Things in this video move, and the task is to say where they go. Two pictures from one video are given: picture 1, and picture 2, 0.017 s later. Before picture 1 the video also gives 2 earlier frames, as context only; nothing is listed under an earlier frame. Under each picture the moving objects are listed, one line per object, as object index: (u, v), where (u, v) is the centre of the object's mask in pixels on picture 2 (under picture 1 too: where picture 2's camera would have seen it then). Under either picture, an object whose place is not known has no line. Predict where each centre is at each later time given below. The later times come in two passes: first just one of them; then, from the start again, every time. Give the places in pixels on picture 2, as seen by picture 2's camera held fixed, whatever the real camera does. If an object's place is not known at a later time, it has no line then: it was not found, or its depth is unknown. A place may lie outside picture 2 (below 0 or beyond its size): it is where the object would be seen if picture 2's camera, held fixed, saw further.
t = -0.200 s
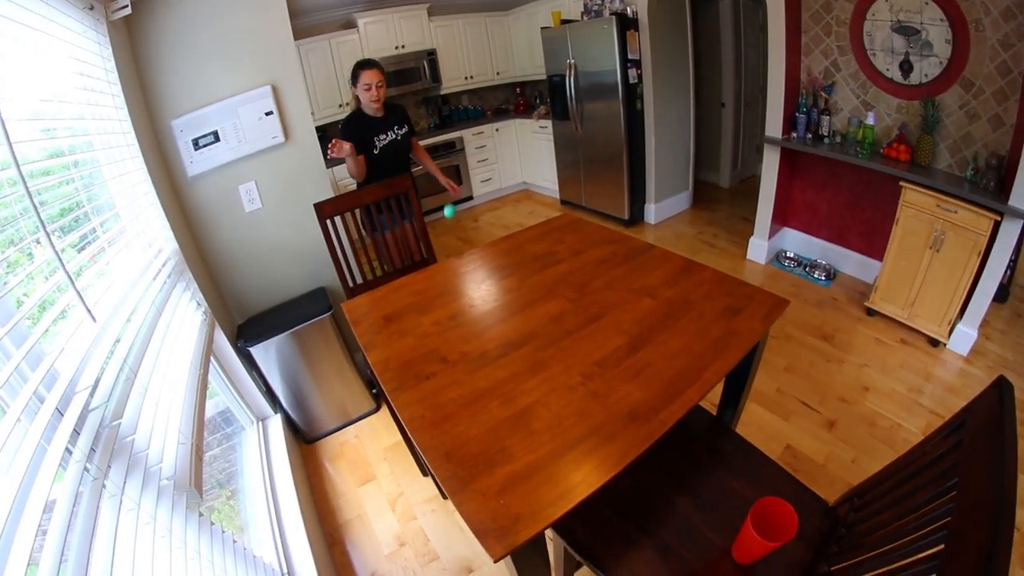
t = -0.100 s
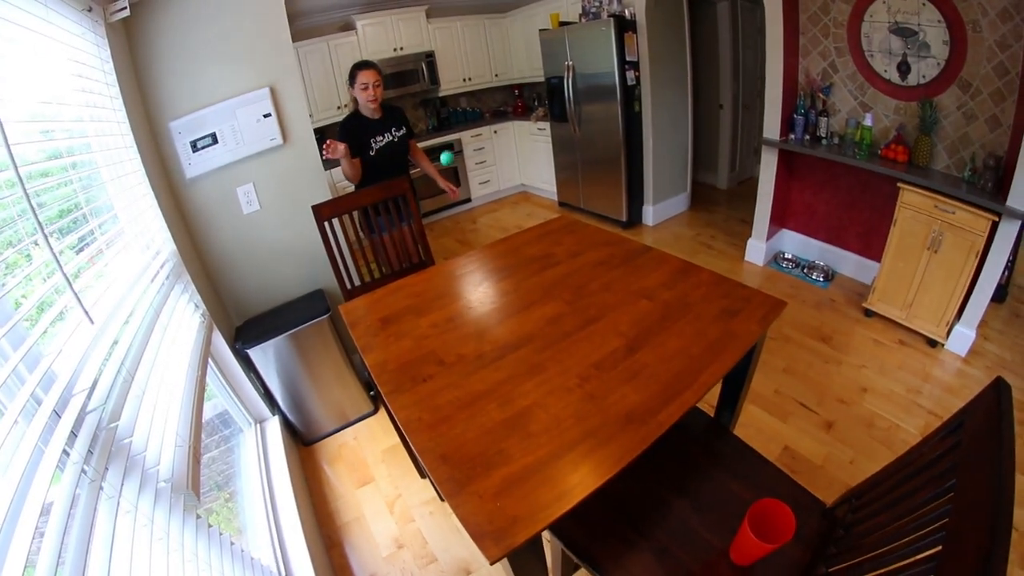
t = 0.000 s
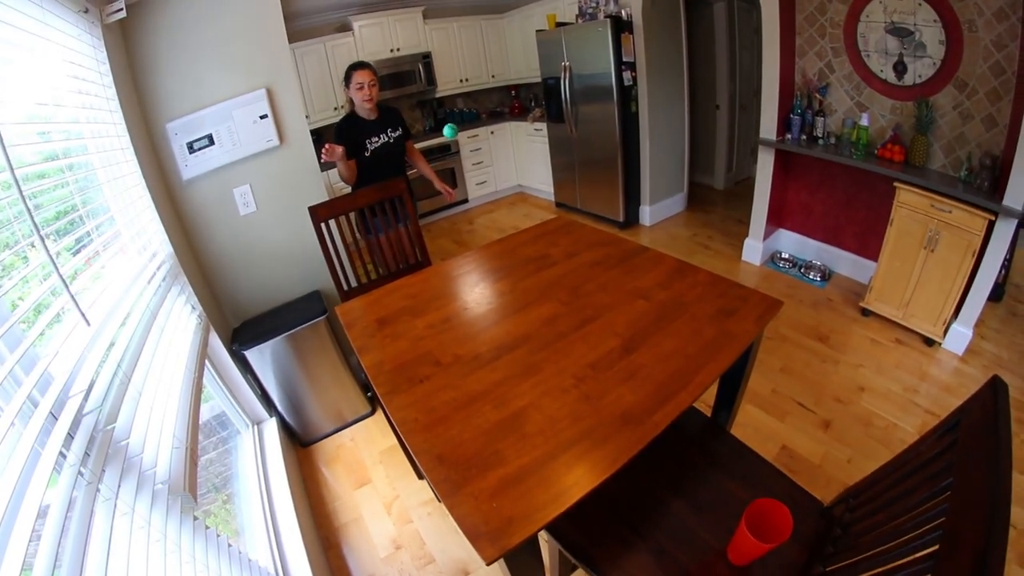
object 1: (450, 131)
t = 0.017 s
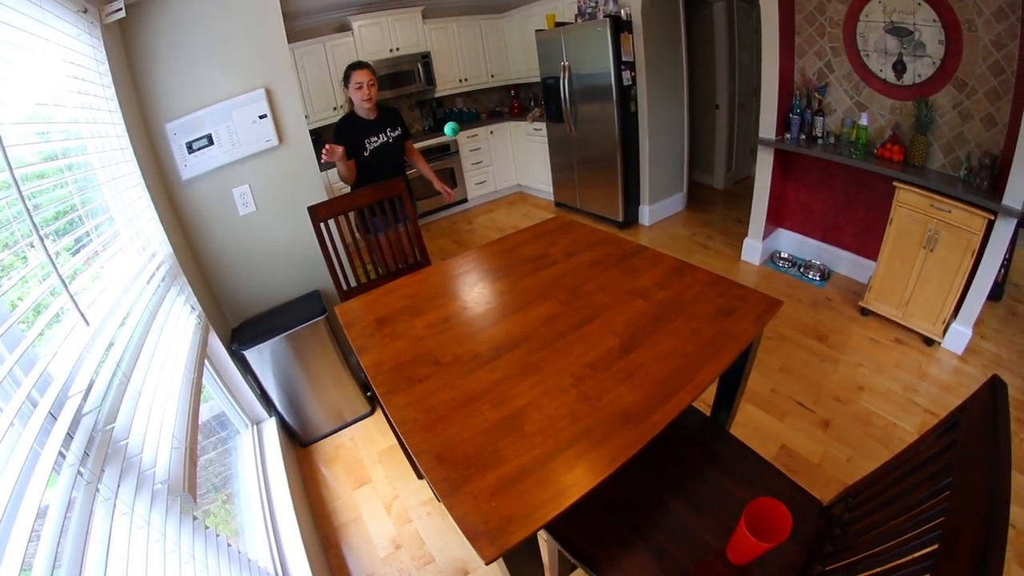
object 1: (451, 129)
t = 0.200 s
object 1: (483, 182)
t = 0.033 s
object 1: (453, 128)
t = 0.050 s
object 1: (456, 129)
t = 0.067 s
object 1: (458, 130)
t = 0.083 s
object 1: (460, 133)
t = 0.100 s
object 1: (463, 137)
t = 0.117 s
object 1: (465, 141)
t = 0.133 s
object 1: (469, 147)
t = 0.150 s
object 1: (472, 154)
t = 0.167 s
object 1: (475, 161)
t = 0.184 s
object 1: (479, 172)
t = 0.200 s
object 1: (483, 182)
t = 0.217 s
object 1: (486, 193)
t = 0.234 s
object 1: (490, 205)
